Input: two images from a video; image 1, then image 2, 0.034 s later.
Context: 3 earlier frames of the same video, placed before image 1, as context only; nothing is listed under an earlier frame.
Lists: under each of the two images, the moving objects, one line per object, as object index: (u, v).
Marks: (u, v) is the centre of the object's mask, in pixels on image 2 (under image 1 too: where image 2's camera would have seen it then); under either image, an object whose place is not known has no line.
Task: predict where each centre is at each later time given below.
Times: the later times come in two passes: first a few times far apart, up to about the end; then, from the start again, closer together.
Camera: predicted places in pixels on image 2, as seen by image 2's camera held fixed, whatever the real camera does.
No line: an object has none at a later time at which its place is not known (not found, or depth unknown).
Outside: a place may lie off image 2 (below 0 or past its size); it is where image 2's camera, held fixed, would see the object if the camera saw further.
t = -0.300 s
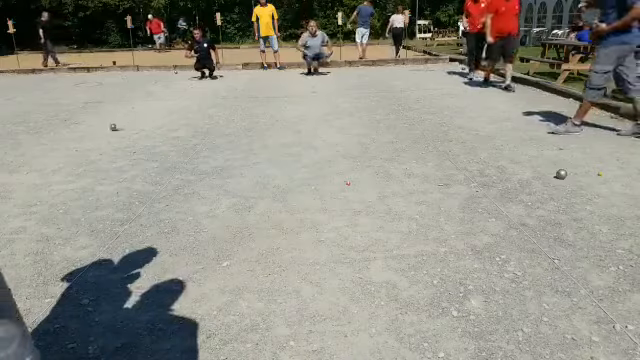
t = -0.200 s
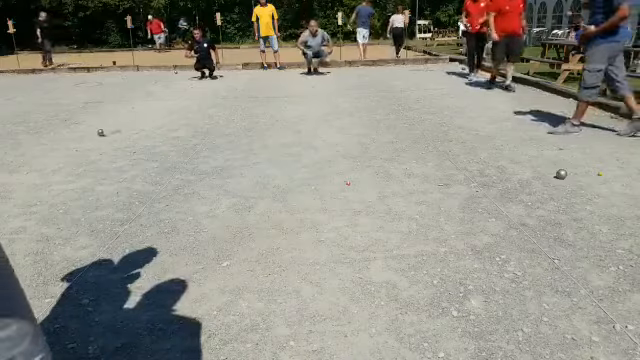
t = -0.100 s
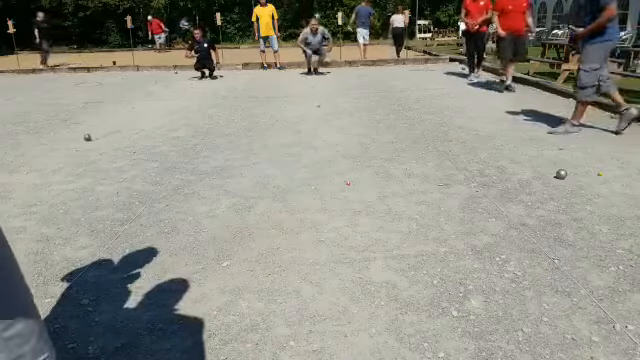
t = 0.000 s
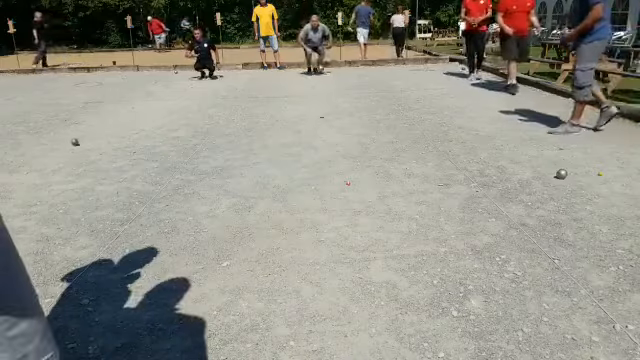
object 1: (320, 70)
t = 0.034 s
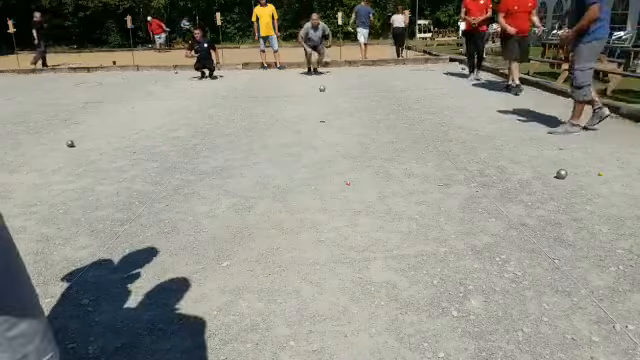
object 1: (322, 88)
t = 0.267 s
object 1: (331, 134)
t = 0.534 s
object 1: (340, 143)
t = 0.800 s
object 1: (350, 153)
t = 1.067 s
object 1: (363, 163)
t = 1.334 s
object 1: (372, 173)
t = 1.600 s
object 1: (377, 181)
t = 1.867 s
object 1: (377, 188)
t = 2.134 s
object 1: (372, 193)
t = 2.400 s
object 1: (364, 196)
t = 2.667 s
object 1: (358, 198)
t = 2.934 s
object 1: (353, 200)
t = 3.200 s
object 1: (348, 201)
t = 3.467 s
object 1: (346, 201)
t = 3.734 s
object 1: (345, 201)
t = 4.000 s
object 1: (345, 201)
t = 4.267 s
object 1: (345, 201)
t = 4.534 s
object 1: (345, 201)
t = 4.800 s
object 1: (345, 201)
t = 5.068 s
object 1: (344, 201)
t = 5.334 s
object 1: (345, 202)
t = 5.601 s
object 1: (348, 201)
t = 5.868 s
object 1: (345, 200)
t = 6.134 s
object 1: (344, 201)
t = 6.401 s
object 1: (345, 201)
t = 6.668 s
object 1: (344, 201)
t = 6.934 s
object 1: (345, 201)
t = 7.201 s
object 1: (345, 201)
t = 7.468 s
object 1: (345, 201)
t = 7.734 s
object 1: (345, 201)
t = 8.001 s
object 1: (345, 201)
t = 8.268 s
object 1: (345, 201)
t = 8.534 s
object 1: (345, 201)
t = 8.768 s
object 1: (345, 201)
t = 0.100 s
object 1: (324, 128)
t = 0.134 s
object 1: (326, 128)
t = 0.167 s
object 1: (327, 128)
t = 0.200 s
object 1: (328, 130)
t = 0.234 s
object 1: (329, 131)
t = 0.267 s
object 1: (331, 134)
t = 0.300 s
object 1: (332, 135)
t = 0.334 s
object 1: (333, 136)
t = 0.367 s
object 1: (334, 138)
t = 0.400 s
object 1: (335, 138)
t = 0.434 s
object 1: (336, 140)
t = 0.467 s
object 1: (337, 140)
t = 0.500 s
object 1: (339, 141)
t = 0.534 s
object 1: (340, 143)
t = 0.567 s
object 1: (341, 145)
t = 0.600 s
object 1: (342, 146)
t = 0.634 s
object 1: (344, 147)
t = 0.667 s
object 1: (345, 148)
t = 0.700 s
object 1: (346, 150)
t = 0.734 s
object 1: (347, 151)
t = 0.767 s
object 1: (348, 152)
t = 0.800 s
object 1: (350, 153)
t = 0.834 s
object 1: (351, 155)
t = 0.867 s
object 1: (353, 156)
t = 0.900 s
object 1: (355, 157)
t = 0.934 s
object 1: (356, 158)
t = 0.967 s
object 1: (358, 160)
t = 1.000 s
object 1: (359, 161)
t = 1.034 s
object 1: (361, 162)
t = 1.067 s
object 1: (363, 163)
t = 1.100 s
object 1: (364, 165)
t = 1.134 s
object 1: (366, 166)
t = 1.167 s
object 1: (367, 167)
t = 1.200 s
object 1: (368, 168)
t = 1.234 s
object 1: (369, 169)
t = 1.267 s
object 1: (370, 170)
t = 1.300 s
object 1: (371, 172)
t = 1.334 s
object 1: (372, 173)
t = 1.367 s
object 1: (373, 173)
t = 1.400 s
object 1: (374, 174)
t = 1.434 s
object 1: (375, 176)
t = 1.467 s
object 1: (375, 177)
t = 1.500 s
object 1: (376, 178)
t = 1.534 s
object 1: (376, 179)
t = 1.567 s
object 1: (377, 180)
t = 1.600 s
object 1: (377, 181)
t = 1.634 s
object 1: (377, 182)
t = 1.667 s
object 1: (378, 183)
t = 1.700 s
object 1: (378, 184)
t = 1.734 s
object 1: (378, 185)
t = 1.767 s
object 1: (378, 186)
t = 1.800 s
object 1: (378, 186)
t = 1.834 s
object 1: (378, 187)
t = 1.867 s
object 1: (377, 188)
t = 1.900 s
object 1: (377, 189)
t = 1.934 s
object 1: (377, 190)
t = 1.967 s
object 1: (376, 190)
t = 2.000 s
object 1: (376, 191)
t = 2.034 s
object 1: (375, 191)
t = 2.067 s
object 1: (374, 192)
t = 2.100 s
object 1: (373, 193)
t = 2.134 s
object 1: (372, 193)
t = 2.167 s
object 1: (370, 194)
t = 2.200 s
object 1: (370, 194)
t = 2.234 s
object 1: (368, 194)
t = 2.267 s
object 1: (368, 195)
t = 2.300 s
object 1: (367, 195)
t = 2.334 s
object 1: (366, 195)
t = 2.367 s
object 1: (365, 196)
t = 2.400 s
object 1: (364, 196)
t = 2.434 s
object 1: (364, 196)
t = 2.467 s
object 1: (364, 196)
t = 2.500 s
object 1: (363, 197)
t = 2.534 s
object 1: (362, 197)
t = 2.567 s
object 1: (361, 197)
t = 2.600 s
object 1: (360, 198)
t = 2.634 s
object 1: (359, 198)
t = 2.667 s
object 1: (358, 198)
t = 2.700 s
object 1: (358, 198)
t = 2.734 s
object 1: (357, 198)
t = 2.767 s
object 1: (356, 198)
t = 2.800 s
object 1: (355, 199)
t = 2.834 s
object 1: (355, 199)
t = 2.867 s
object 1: (354, 199)
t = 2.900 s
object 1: (353, 200)
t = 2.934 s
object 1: (353, 200)
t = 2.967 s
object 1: (352, 200)
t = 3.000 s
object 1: (351, 200)
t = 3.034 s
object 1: (351, 200)
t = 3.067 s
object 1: (350, 200)
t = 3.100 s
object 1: (350, 200)
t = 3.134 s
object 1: (349, 201)
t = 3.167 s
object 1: (349, 200)
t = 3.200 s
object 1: (348, 201)
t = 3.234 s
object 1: (348, 201)
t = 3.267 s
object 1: (348, 201)
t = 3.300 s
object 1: (347, 201)
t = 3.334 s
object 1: (347, 201)
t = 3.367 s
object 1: (347, 201)
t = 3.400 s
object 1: (347, 201)
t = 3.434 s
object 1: (346, 201)
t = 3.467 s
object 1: (346, 201)
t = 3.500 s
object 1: (345, 201)
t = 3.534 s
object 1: (345, 201)
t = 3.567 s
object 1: (344, 201)
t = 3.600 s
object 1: (344, 201)
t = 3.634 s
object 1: (345, 201)
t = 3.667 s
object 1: (345, 201)
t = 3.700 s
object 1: (345, 201)
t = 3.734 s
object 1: (345, 201)
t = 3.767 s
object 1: (345, 201)
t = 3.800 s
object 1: (345, 201)
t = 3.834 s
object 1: (345, 201)
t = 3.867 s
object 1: (345, 201)
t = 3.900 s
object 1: (345, 201)
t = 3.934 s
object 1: (345, 201)
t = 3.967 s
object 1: (345, 201)
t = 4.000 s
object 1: (345, 201)
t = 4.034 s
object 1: (345, 201)
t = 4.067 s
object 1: (345, 201)
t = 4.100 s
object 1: (345, 201)
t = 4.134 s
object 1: (345, 201)
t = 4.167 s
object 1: (345, 201)
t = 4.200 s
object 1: (345, 201)
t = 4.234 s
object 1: (345, 201)
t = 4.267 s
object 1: (345, 201)
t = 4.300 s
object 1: (345, 201)
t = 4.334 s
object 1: (345, 201)
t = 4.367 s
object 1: (345, 201)
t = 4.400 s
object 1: (345, 201)
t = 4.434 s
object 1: (345, 201)
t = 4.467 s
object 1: (345, 201)
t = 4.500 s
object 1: (345, 201)
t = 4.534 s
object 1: (345, 201)
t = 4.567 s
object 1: (345, 201)
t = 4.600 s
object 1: (345, 201)
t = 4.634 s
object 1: (345, 201)
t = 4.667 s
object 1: (345, 201)
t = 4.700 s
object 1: (345, 201)
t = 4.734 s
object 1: (345, 201)
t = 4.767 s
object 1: (345, 201)
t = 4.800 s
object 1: (345, 201)
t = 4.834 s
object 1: (345, 201)
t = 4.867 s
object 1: (345, 201)
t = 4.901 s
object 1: (345, 201)
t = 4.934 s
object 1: (345, 201)
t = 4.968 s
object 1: (345, 201)
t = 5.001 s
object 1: (345, 201)
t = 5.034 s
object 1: (345, 201)
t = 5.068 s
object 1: (344, 201)
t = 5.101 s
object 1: (346, 203)
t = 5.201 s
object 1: (345, 201)
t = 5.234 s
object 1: (345, 201)
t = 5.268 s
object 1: (345, 202)
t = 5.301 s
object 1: (345, 201)
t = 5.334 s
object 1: (345, 202)
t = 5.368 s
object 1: (345, 201)
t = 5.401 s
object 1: (345, 202)
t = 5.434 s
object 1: (347, 202)
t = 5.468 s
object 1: (347, 201)
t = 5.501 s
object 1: (347, 201)
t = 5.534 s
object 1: (347, 201)
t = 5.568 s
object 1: (347, 201)
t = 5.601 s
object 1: (348, 201)
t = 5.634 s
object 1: (348, 201)
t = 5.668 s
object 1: (348, 202)
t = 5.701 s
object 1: (347, 202)
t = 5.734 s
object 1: (347, 202)
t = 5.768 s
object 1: (346, 201)
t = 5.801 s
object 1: (346, 201)
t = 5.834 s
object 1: (345, 201)
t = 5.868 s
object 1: (345, 200)
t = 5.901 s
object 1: (344, 200)
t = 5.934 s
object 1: (344, 200)
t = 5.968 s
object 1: (345, 201)
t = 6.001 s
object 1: (345, 200)
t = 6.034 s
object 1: (344, 201)
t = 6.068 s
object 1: (345, 201)
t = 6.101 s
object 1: (344, 201)
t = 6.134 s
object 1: (344, 201)
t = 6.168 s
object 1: (344, 201)
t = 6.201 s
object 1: (345, 201)
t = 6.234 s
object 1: (345, 201)
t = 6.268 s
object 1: (345, 201)
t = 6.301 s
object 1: (345, 201)
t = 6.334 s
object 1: (345, 201)
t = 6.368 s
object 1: (345, 201)
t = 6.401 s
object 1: (345, 201)
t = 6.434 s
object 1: (345, 201)
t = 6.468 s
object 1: (344, 201)
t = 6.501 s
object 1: (344, 201)
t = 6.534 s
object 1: (344, 201)
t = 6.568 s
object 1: (344, 201)
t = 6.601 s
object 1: (345, 201)
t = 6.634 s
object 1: (344, 201)
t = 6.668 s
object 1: (344, 201)
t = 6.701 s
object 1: (344, 201)
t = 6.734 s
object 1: (345, 201)
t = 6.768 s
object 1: (345, 200)
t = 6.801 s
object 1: (345, 201)
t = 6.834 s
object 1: (345, 201)
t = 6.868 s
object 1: (345, 201)
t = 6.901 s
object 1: (345, 201)
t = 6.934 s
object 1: (345, 201)
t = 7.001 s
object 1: (345, 201)
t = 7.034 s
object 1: (345, 201)
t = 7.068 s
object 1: (345, 201)
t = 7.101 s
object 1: (345, 201)
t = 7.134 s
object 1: (345, 201)
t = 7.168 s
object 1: (345, 201)
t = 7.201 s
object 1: (345, 201)
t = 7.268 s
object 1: (345, 201)
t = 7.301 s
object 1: (345, 201)
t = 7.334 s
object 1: (345, 201)
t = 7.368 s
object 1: (345, 201)
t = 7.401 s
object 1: (345, 201)
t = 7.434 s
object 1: (345, 201)
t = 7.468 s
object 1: (345, 201)
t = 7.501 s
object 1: (345, 201)
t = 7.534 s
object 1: (345, 201)
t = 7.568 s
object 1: (345, 201)
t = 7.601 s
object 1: (345, 201)
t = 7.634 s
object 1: (345, 201)
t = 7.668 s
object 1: (345, 201)
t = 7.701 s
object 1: (345, 201)
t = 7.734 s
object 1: (345, 201)
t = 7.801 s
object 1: (345, 201)
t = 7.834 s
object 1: (345, 201)
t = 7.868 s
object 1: (345, 201)
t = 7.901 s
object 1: (345, 201)
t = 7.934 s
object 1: (345, 201)
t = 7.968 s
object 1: (345, 201)
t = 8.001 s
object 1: (345, 201)
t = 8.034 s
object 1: (345, 201)
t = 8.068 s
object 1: (345, 201)
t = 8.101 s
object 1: (345, 201)
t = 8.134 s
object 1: (345, 201)
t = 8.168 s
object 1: (345, 201)
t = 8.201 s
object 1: (345, 201)
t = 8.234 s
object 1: (345, 201)
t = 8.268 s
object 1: (345, 201)
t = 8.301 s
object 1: (345, 201)
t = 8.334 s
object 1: (345, 201)
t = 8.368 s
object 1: (345, 201)
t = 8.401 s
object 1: (345, 201)
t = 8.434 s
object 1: (345, 201)
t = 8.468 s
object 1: (345, 201)
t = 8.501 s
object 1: (345, 201)
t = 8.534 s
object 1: (345, 201)
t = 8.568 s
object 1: (345, 201)
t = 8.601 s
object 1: (345, 201)
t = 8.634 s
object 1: (345, 201)
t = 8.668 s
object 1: (345, 201)
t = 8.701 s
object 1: (345, 201)
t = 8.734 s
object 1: (345, 201)
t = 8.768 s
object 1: (345, 201)
